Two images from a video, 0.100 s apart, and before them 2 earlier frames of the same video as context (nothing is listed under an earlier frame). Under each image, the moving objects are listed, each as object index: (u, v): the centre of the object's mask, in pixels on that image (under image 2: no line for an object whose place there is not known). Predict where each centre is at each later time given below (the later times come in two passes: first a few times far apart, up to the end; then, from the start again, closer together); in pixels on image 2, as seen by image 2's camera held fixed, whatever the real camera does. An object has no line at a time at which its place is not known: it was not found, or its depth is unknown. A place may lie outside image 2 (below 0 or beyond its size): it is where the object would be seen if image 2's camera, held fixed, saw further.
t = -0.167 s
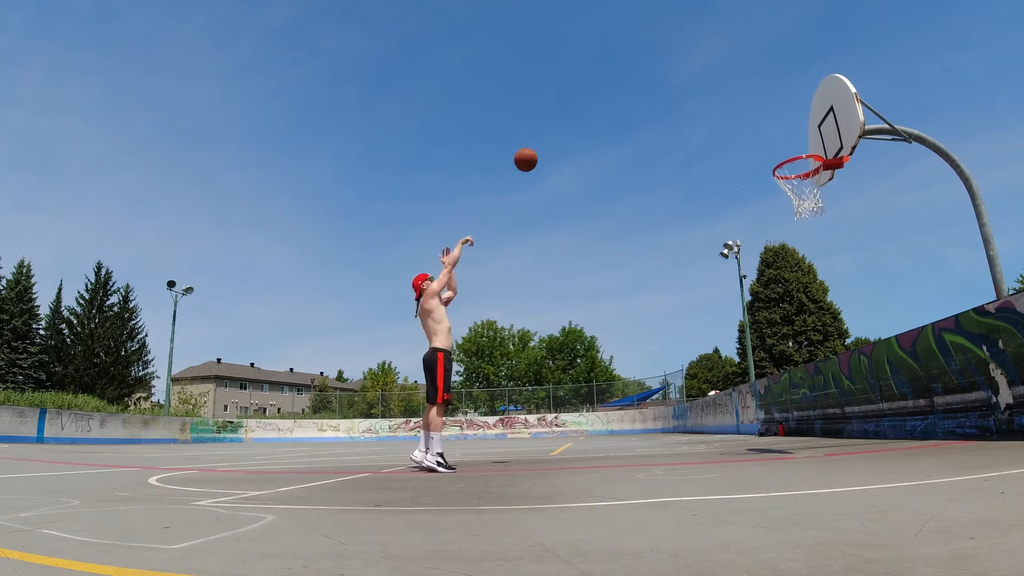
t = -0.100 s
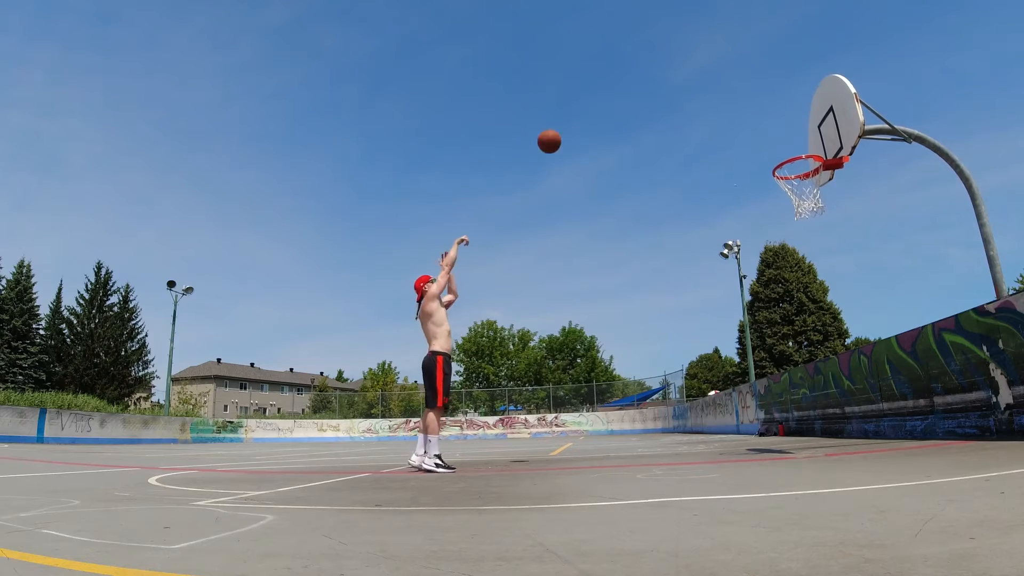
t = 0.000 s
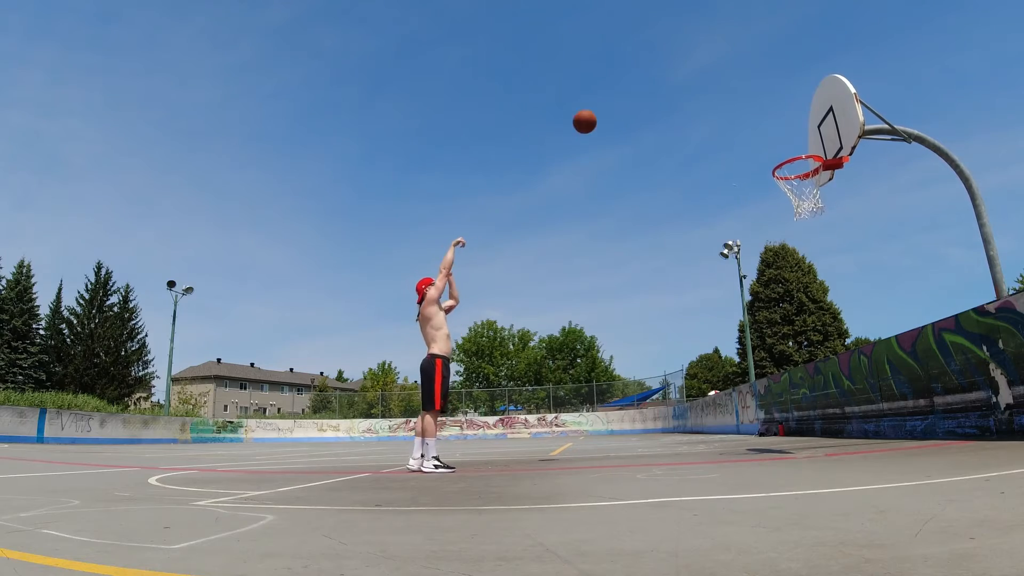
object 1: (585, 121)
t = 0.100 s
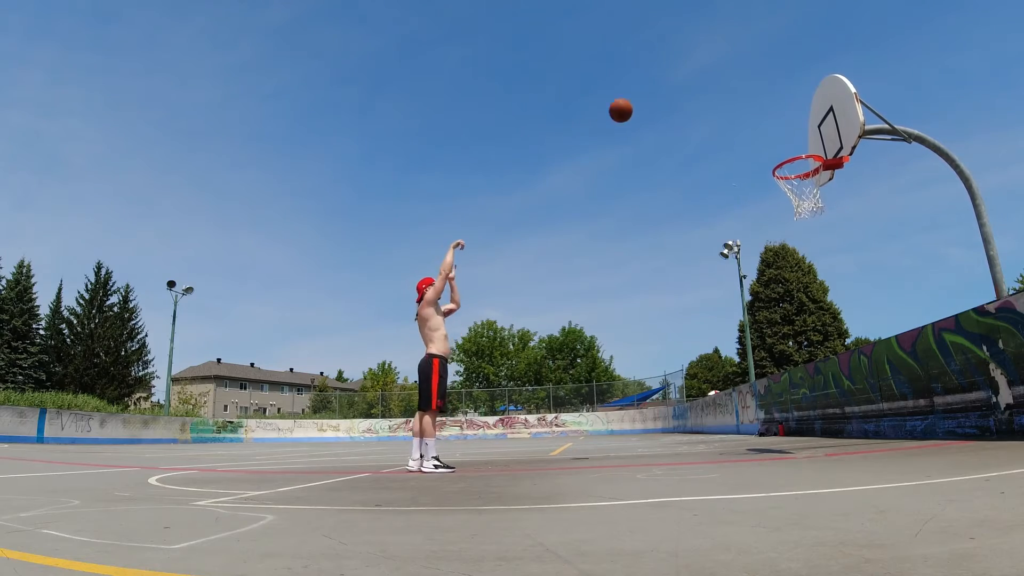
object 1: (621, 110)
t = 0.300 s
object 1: (696, 114)
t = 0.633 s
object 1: (827, 196)
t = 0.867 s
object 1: (869, 252)
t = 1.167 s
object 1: (940, 426)
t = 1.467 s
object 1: (904, 297)
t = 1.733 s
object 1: (880, 250)
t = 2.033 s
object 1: (871, 291)
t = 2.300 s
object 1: (875, 422)
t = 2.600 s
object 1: (852, 331)
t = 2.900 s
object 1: (839, 309)
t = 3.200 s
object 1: (843, 401)
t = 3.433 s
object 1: (831, 383)
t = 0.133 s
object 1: (633, 108)
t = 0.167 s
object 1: (645, 107)
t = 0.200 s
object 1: (658, 107)
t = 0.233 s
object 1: (671, 108)
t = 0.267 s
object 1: (683, 110)
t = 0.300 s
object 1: (696, 114)
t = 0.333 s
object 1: (710, 118)
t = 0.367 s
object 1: (723, 123)
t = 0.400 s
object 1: (737, 129)
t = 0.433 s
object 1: (750, 136)
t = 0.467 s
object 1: (765, 144)
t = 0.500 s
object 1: (778, 153)
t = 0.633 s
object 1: (827, 196)
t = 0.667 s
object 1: (833, 197)
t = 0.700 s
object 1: (838, 203)
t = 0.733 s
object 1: (844, 210)
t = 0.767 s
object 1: (849, 219)
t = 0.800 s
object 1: (855, 229)
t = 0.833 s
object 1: (862, 240)
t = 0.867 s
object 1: (869, 252)
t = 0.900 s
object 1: (876, 266)
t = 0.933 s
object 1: (883, 281)
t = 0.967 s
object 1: (890, 297)
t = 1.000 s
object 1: (898, 315)
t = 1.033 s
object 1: (906, 334)
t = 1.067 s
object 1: (914, 354)
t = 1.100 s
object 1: (922, 378)
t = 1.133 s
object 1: (931, 401)
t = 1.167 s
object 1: (940, 426)
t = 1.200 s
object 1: (939, 423)
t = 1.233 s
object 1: (934, 402)
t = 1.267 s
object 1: (929, 382)
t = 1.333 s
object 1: (921, 349)
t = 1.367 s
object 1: (916, 334)
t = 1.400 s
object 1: (912, 321)
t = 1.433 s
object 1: (908, 308)
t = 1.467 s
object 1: (904, 297)
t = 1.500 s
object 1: (900, 287)
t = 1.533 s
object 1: (897, 278)
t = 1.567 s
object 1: (893, 270)
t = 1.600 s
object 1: (890, 264)
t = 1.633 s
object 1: (887, 259)
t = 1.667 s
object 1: (885, 255)
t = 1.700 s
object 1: (882, 252)
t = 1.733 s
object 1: (880, 250)
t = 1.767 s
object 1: (878, 250)
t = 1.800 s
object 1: (876, 251)
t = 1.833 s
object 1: (875, 253)
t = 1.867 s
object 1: (874, 256)
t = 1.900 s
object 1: (873, 260)
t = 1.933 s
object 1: (872, 266)
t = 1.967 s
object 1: (872, 273)
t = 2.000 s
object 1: (871, 281)
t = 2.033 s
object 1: (871, 291)
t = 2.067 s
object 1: (871, 302)
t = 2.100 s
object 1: (871, 315)
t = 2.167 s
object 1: (872, 344)
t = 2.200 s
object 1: (873, 361)
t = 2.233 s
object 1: (873, 379)
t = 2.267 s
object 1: (874, 401)
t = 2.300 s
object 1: (875, 422)
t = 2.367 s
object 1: (872, 423)
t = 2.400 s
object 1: (869, 406)
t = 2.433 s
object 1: (866, 390)
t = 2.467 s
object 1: (863, 376)
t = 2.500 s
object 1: (860, 363)
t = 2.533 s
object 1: (858, 351)
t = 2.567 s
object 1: (855, 340)
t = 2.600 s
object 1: (852, 331)
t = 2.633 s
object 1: (850, 324)
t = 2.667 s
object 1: (848, 317)
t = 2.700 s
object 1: (846, 312)
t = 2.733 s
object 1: (844, 308)
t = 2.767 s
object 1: (843, 306)
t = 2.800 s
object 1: (842, 305)
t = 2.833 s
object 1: (841, 305)
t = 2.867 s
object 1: (840, 306)
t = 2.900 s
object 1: (839, 309)
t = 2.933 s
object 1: (839, 313)
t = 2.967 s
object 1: (839, 319)
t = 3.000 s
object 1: (839, 326)
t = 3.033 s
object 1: (839, 334)
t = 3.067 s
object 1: (839, 344)
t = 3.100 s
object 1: (840, 356)
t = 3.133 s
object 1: (841, 369)
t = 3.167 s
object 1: (842, 384)
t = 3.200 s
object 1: (843, 401)
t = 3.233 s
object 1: (845, 418)
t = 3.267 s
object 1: (845, 438)
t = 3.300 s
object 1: (844, 439)
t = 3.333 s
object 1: (841, 423)
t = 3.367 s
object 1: (837, 409)
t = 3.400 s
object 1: (834, 395)
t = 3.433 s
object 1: (831, 383)
